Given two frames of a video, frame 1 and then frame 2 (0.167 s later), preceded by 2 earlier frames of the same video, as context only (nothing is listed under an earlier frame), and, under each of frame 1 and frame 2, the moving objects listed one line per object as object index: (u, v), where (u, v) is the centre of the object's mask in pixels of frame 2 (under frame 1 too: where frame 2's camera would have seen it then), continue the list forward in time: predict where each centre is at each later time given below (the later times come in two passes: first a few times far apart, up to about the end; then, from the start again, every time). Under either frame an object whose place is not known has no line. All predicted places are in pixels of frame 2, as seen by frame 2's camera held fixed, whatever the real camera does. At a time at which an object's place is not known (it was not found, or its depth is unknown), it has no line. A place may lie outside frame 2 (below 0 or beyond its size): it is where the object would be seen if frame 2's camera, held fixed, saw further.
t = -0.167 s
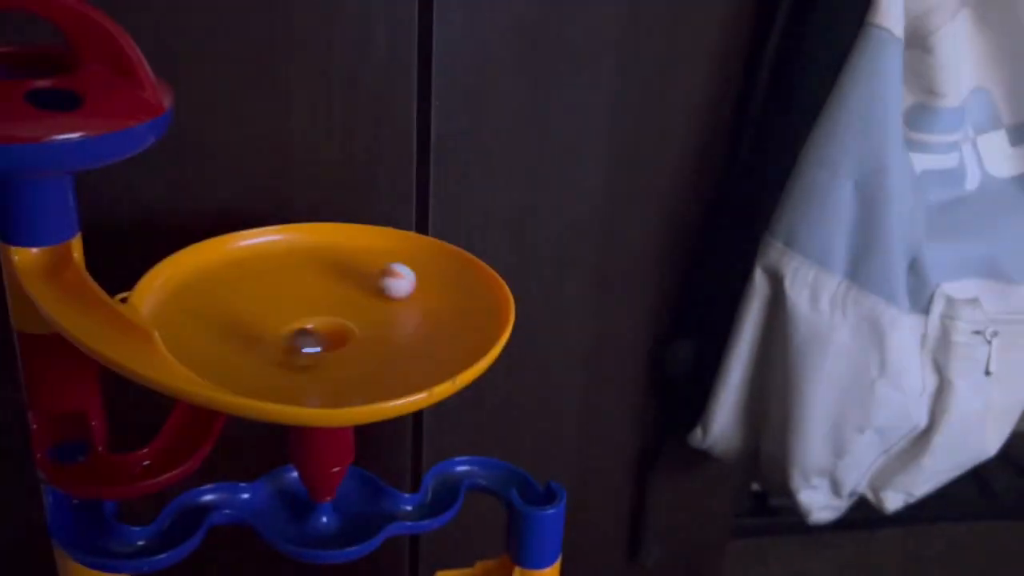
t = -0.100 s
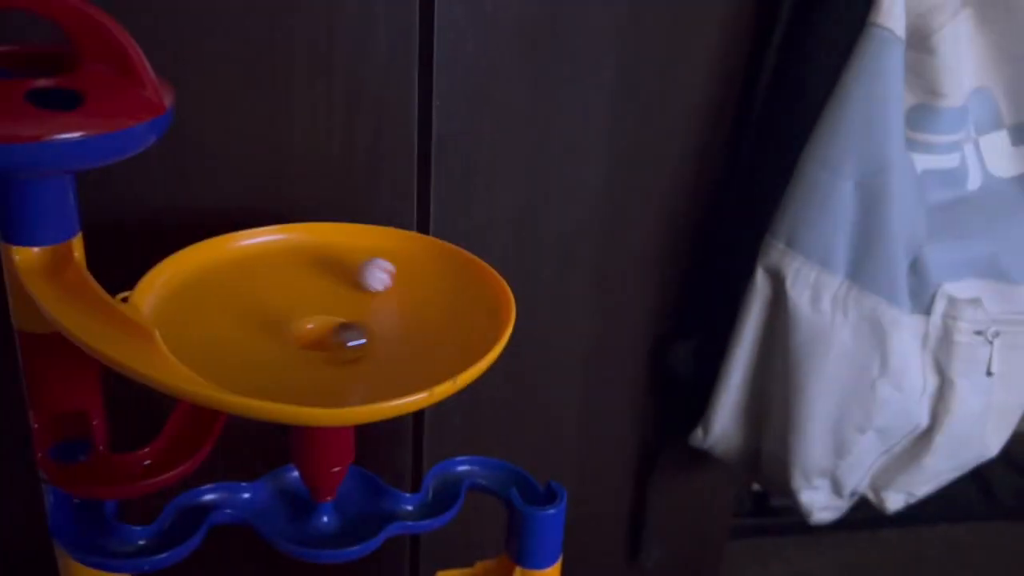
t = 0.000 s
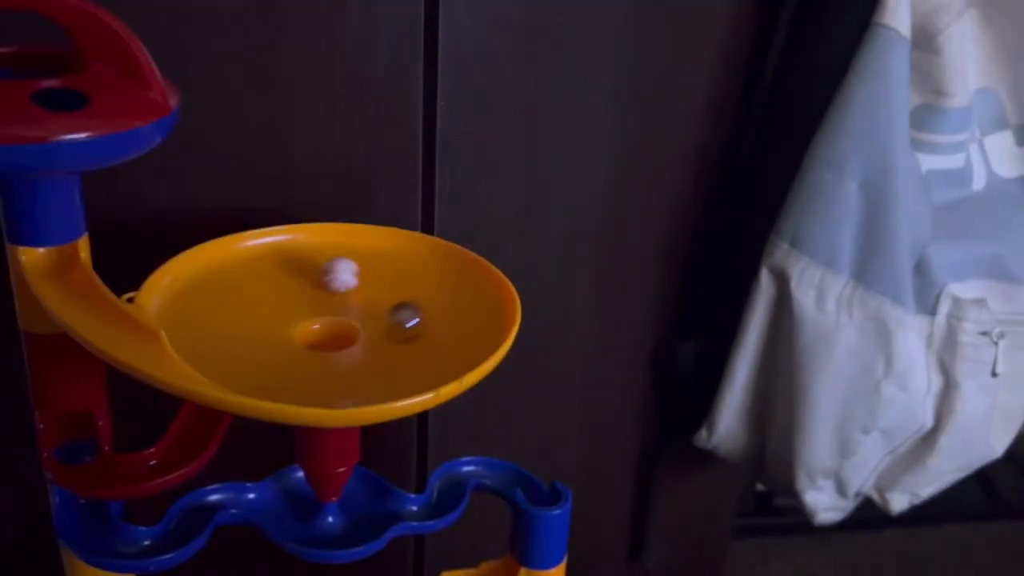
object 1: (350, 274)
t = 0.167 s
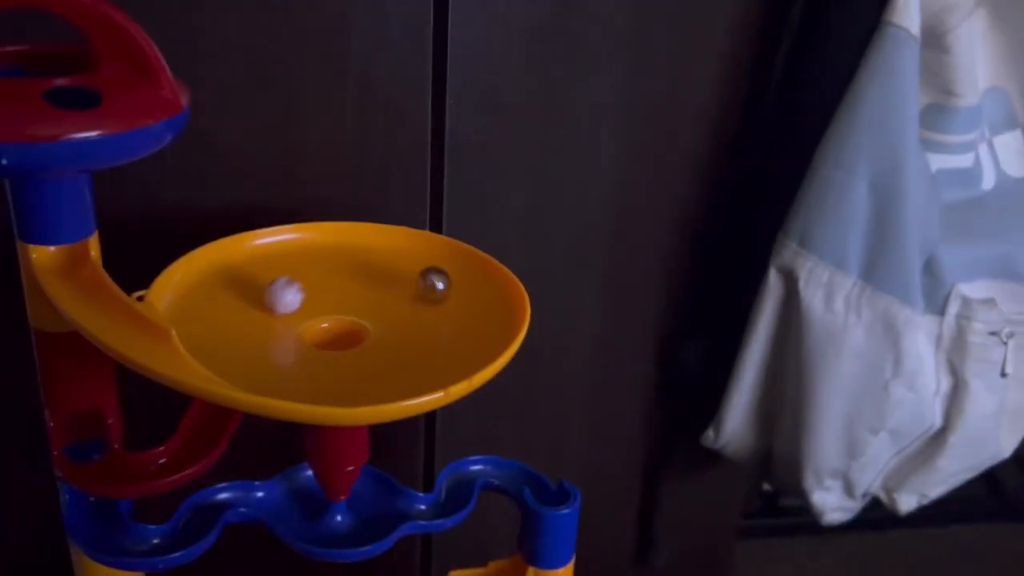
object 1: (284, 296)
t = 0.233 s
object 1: (272, 313)
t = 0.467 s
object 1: (327, 356)
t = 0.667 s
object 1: (412, 345)
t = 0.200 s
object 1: (276, 304)
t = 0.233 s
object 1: (272, 313)
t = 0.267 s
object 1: (270, 320)
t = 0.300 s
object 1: (273, 329)
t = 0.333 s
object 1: (278, 337)
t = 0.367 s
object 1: (287, 344)
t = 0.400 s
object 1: (298, 350)
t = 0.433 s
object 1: (312, 354)
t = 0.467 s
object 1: (327, 356)
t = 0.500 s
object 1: (343, 357)
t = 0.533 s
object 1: (360, 357)
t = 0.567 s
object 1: (375, 356)
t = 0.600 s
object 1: (388, 354)
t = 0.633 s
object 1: (401, 350)
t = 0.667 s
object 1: (412, 345)
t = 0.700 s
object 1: (420, 340)
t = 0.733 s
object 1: (426, 332)
